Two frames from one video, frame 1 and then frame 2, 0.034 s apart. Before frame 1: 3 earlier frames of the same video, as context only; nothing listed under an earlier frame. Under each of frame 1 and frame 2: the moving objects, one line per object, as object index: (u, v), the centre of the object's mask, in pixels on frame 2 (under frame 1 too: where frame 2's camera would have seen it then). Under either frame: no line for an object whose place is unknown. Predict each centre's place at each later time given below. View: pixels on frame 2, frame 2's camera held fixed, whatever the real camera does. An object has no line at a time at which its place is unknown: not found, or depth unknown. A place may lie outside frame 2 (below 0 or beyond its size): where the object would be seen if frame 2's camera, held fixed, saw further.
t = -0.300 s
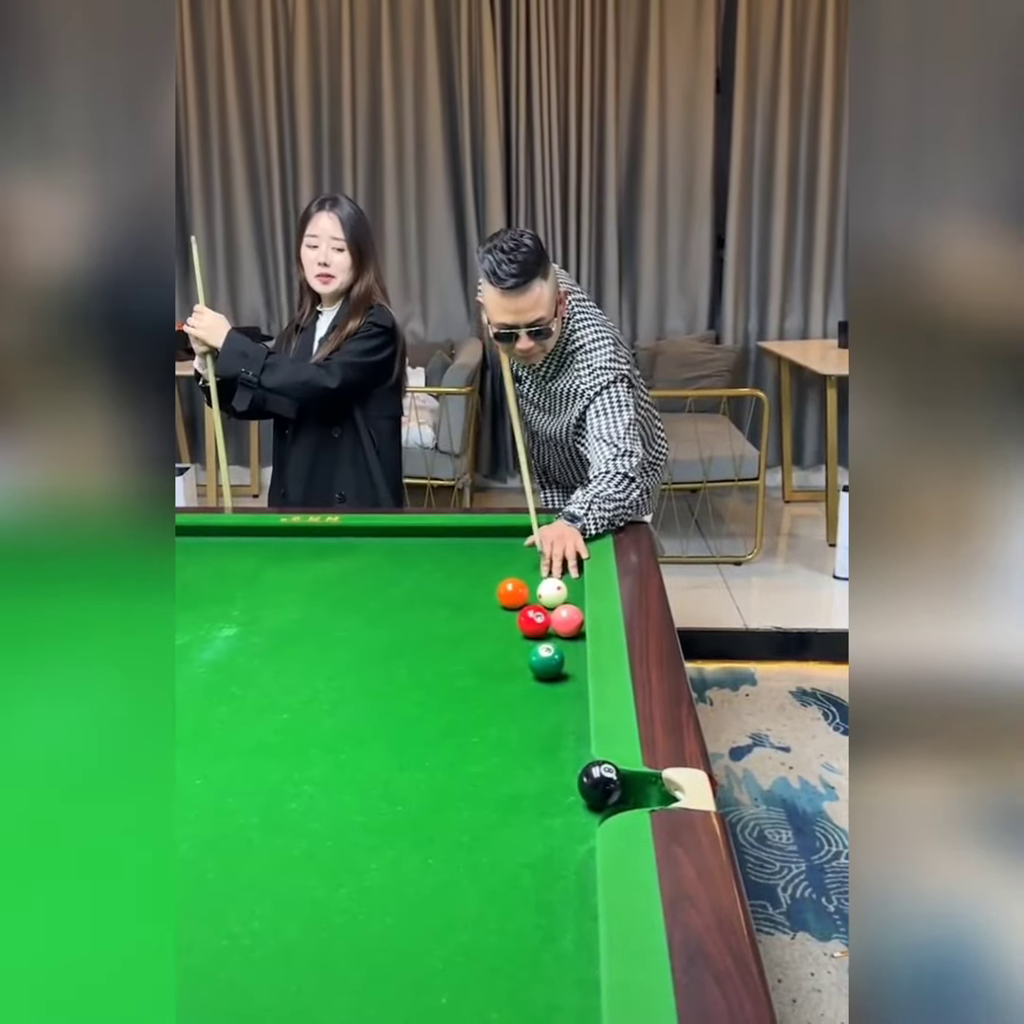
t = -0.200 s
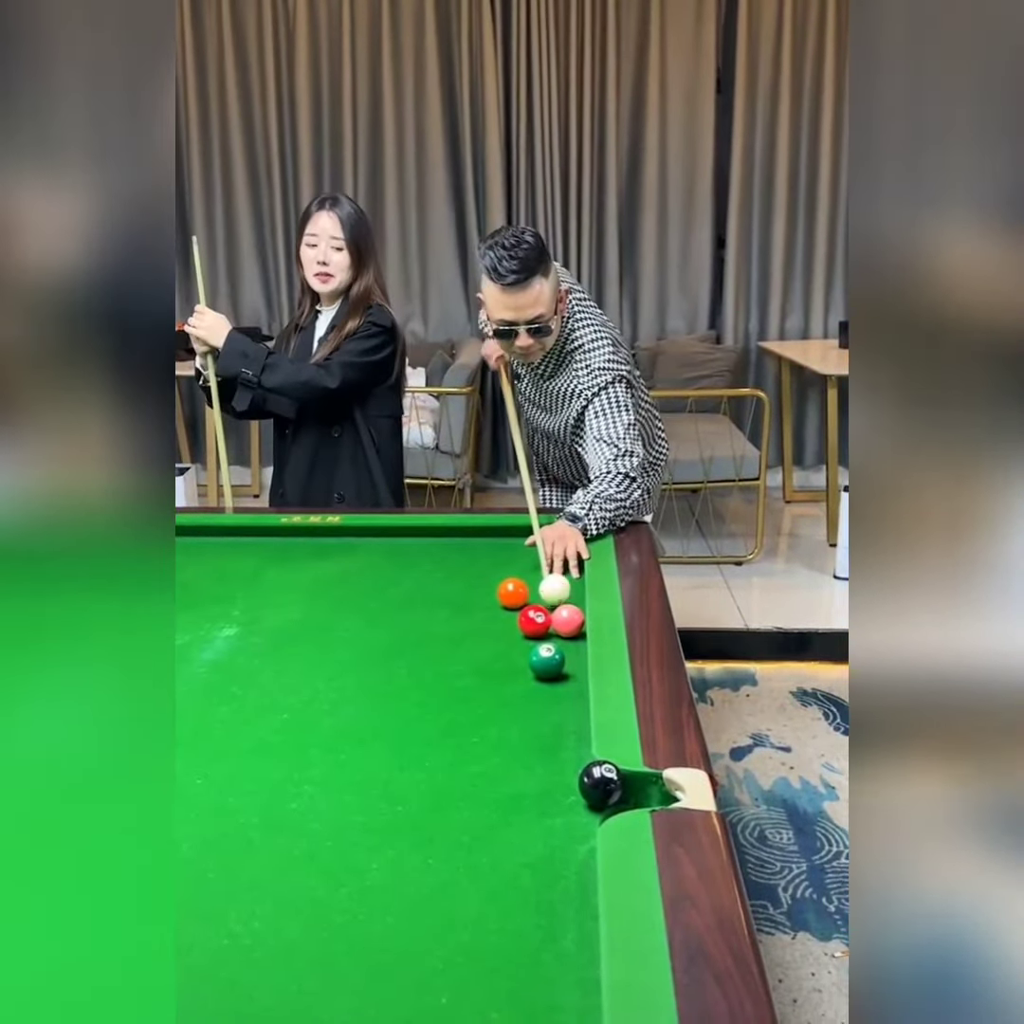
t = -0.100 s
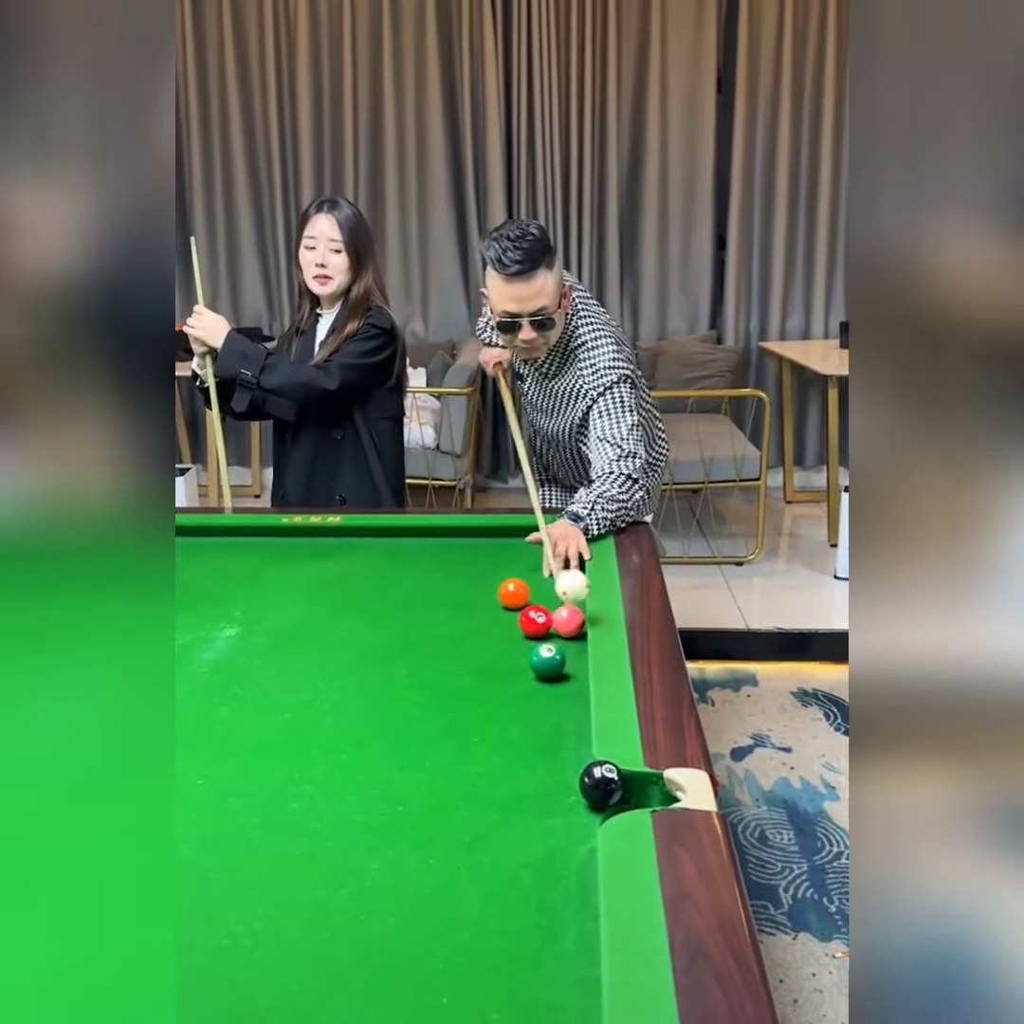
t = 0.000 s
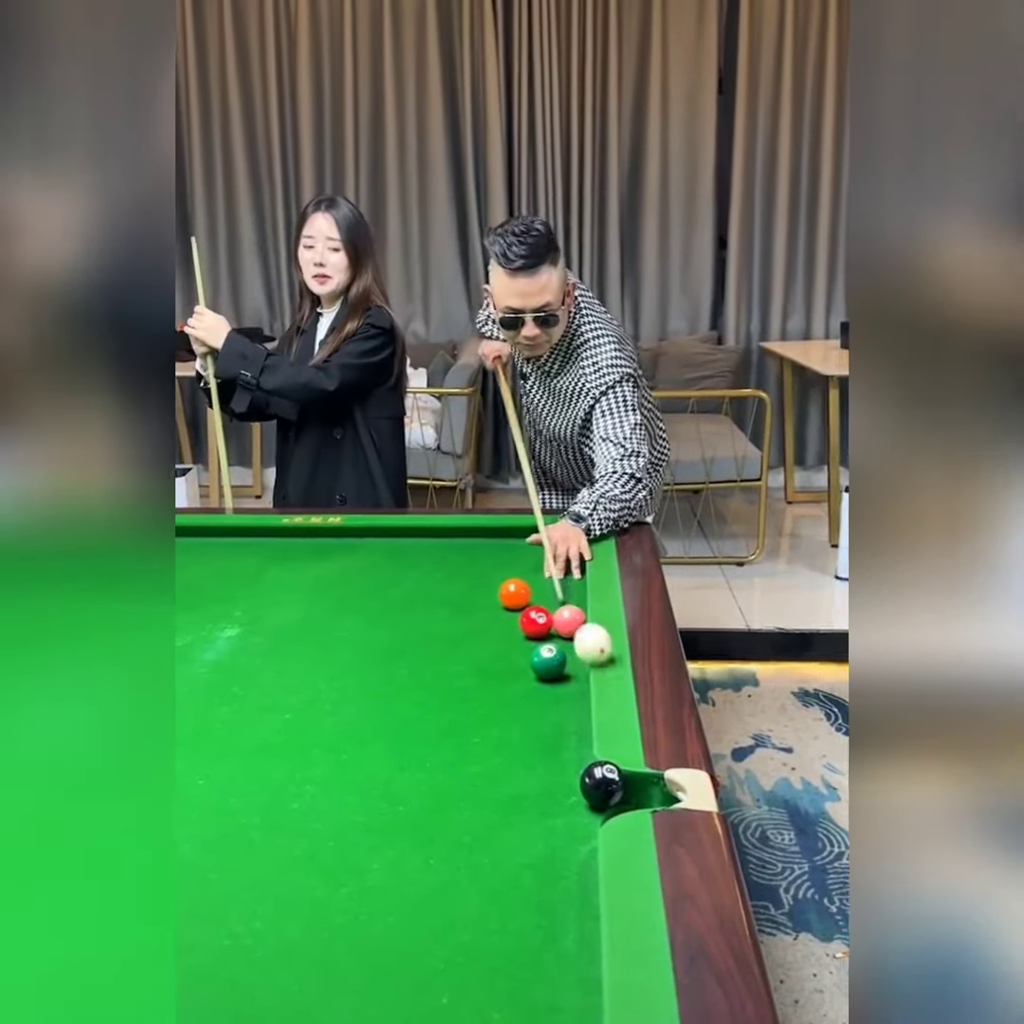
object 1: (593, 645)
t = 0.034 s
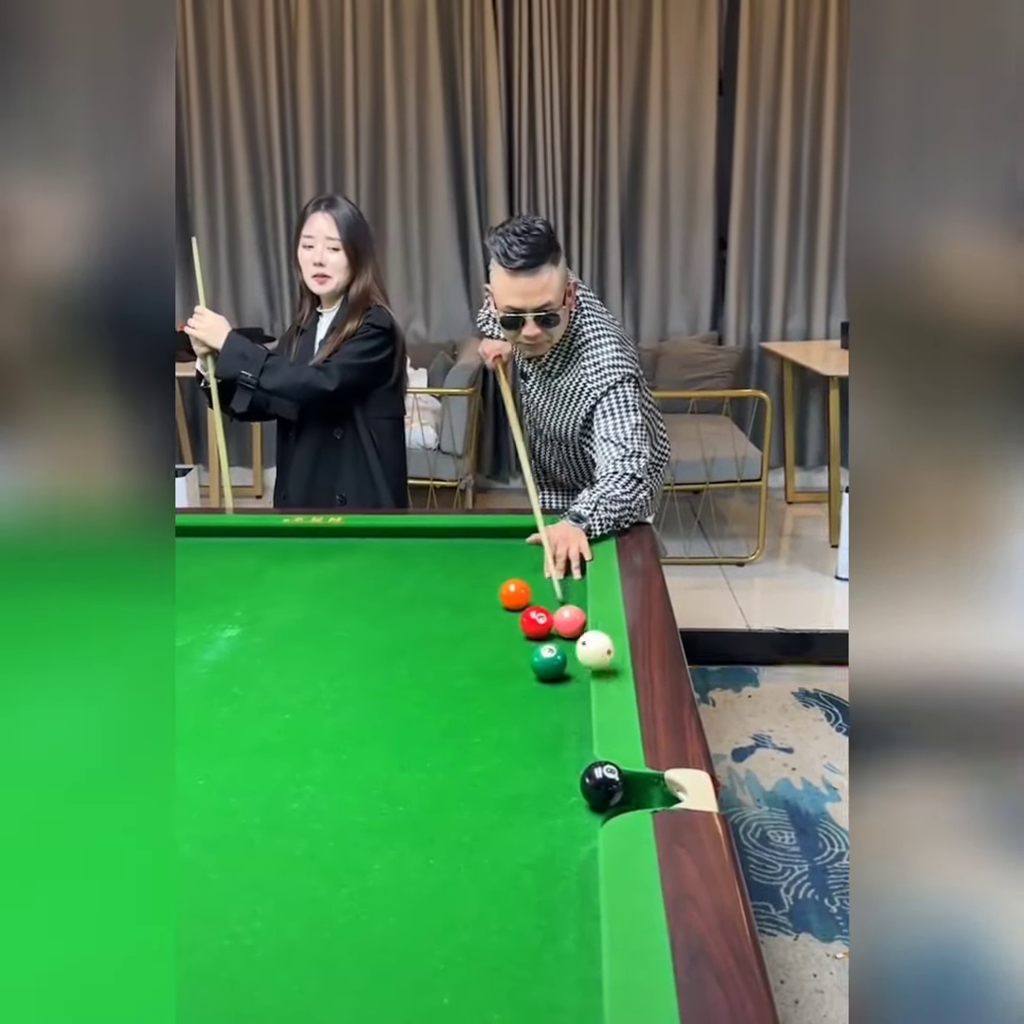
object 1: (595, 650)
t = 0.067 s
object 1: (595, 653)
